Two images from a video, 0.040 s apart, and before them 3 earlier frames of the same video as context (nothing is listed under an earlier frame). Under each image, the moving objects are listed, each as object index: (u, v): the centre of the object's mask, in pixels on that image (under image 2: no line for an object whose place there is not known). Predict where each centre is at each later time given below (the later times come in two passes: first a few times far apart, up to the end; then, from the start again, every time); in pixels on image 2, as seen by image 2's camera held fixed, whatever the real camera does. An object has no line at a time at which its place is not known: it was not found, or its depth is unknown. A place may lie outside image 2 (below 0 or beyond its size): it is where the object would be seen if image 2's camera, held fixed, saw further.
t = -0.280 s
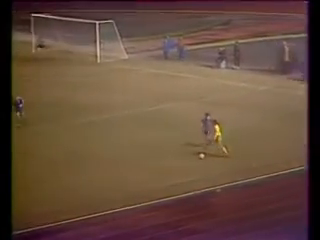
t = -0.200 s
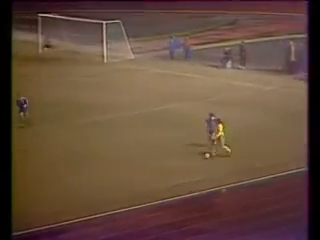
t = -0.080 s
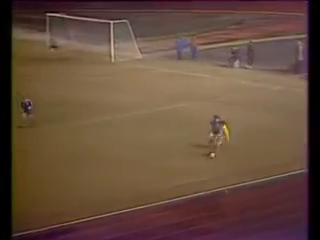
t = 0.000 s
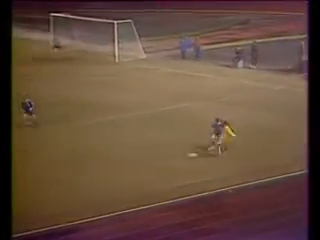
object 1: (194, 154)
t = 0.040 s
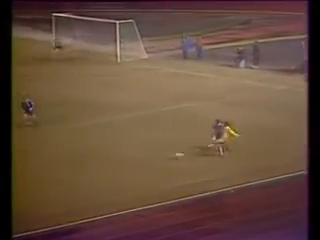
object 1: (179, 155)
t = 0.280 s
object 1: (96, 158)
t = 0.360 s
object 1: (72, 158)
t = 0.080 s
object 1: (164, 155)
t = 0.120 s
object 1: (149, 155)
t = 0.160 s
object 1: (135, 156)
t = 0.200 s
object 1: (124, 157)
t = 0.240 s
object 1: (109, 157)
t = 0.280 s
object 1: (96, 158)
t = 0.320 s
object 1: (84, 158)
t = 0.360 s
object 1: (72, 158)
